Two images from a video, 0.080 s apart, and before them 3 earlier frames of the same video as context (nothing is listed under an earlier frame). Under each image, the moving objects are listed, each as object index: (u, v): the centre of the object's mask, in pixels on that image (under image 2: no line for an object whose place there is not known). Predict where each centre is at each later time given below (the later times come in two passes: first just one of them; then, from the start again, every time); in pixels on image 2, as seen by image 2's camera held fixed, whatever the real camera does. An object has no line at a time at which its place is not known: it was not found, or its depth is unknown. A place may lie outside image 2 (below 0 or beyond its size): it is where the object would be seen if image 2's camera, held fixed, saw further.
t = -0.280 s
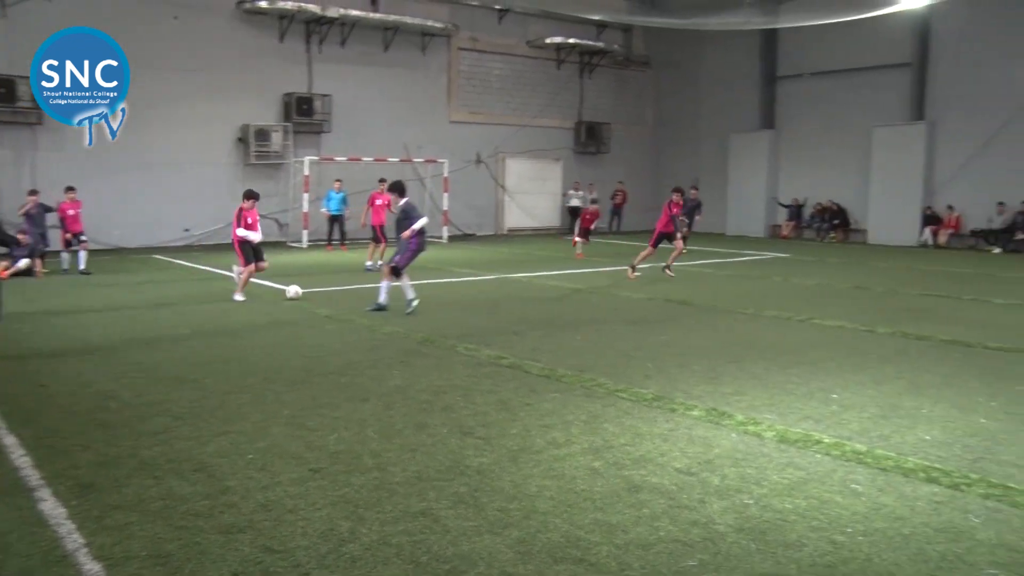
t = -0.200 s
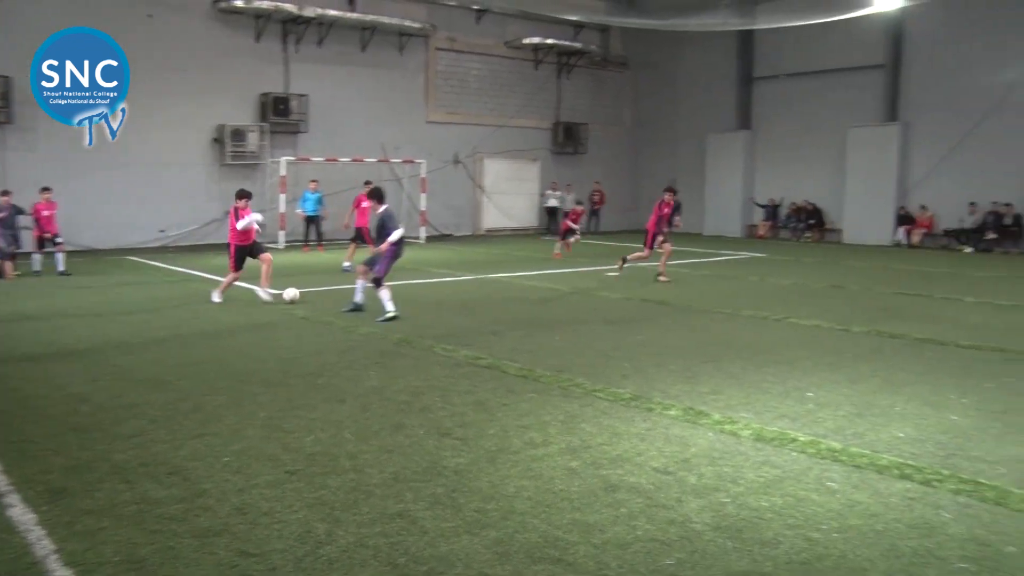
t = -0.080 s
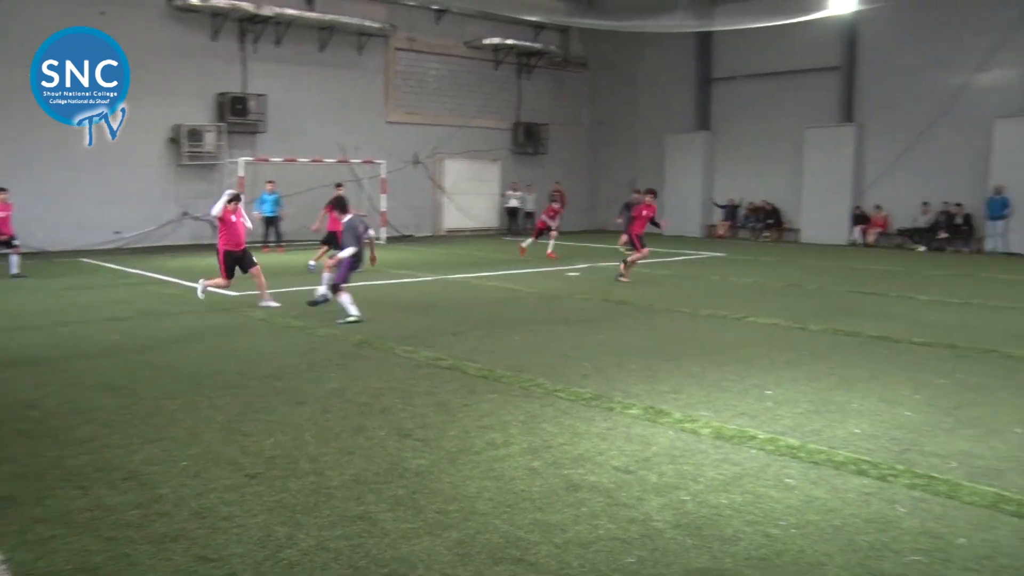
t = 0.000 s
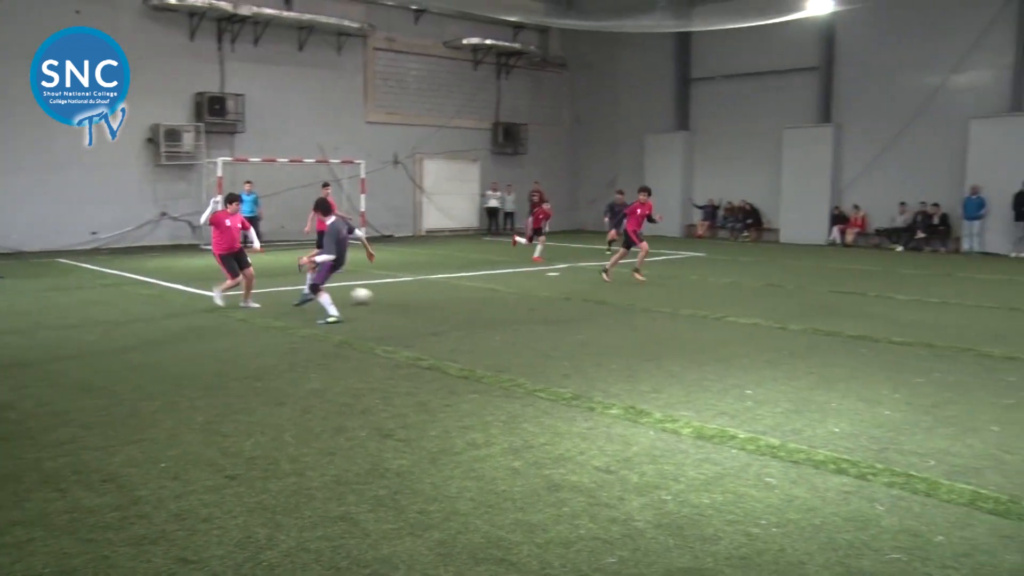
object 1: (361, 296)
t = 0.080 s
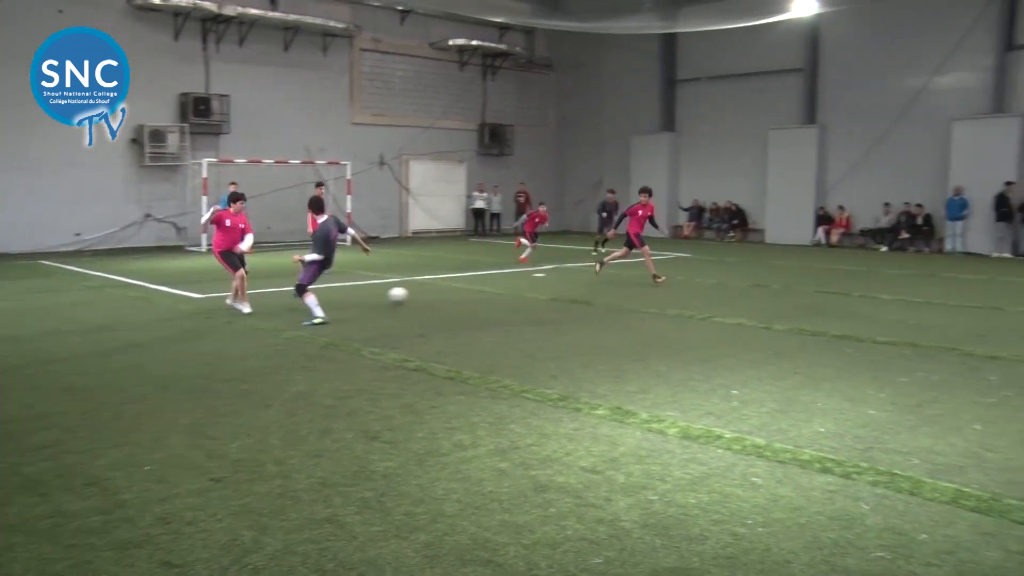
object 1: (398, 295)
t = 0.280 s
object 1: (502, 296)
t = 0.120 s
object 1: (421, 295)
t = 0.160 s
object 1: (443, 297)
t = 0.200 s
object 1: (464, 299)
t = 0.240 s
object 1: (483, 297)
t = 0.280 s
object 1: (502, 296)
